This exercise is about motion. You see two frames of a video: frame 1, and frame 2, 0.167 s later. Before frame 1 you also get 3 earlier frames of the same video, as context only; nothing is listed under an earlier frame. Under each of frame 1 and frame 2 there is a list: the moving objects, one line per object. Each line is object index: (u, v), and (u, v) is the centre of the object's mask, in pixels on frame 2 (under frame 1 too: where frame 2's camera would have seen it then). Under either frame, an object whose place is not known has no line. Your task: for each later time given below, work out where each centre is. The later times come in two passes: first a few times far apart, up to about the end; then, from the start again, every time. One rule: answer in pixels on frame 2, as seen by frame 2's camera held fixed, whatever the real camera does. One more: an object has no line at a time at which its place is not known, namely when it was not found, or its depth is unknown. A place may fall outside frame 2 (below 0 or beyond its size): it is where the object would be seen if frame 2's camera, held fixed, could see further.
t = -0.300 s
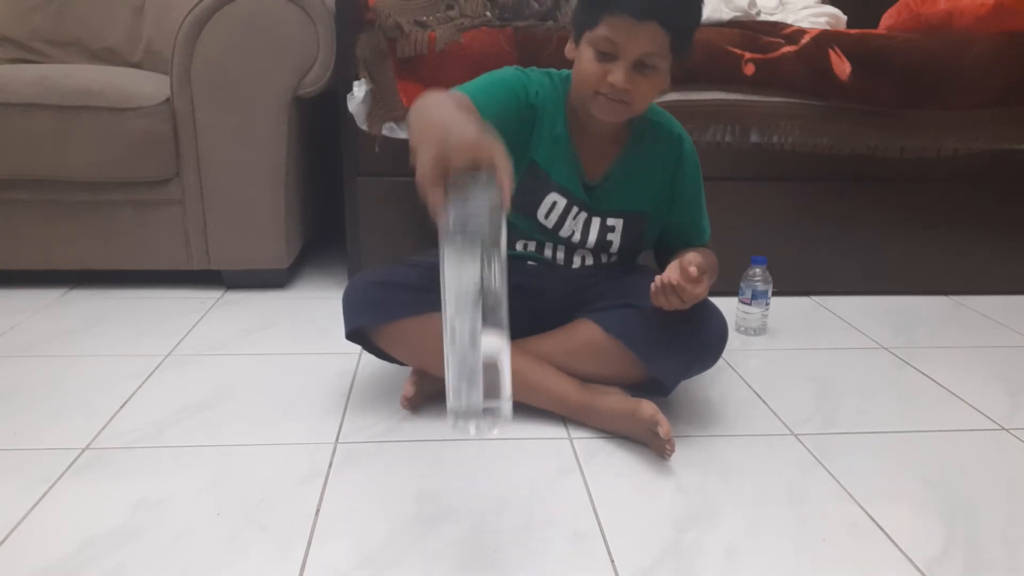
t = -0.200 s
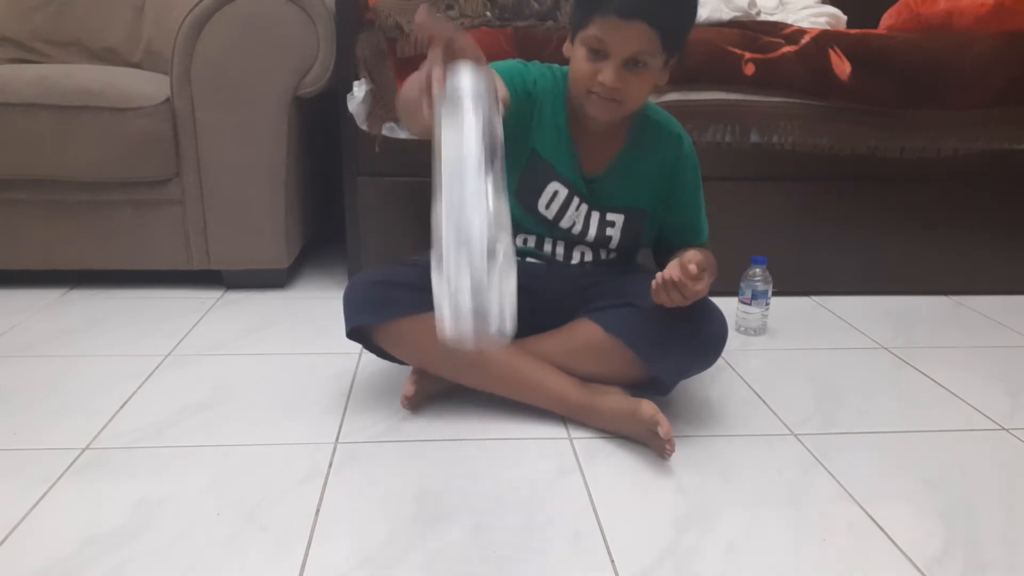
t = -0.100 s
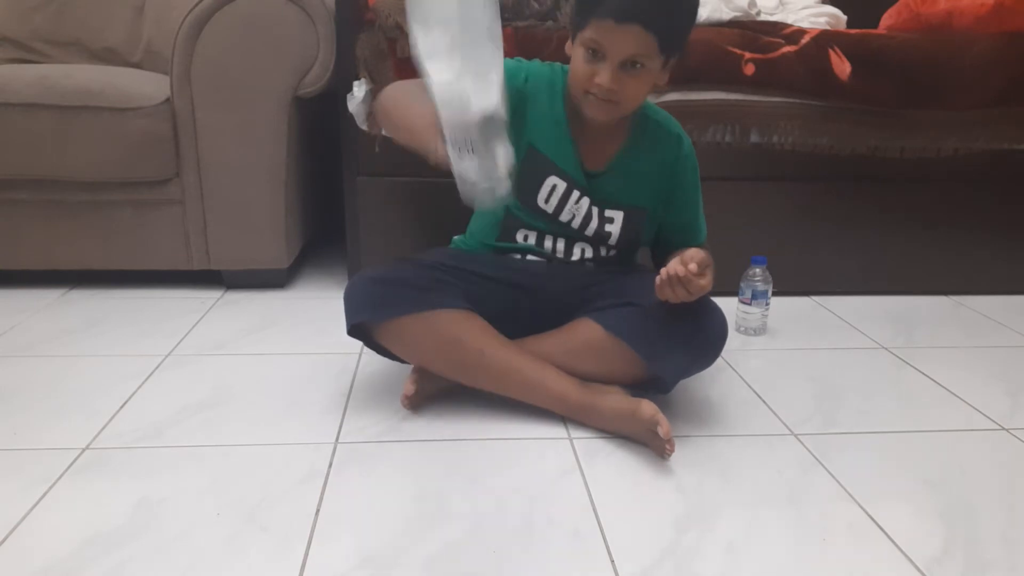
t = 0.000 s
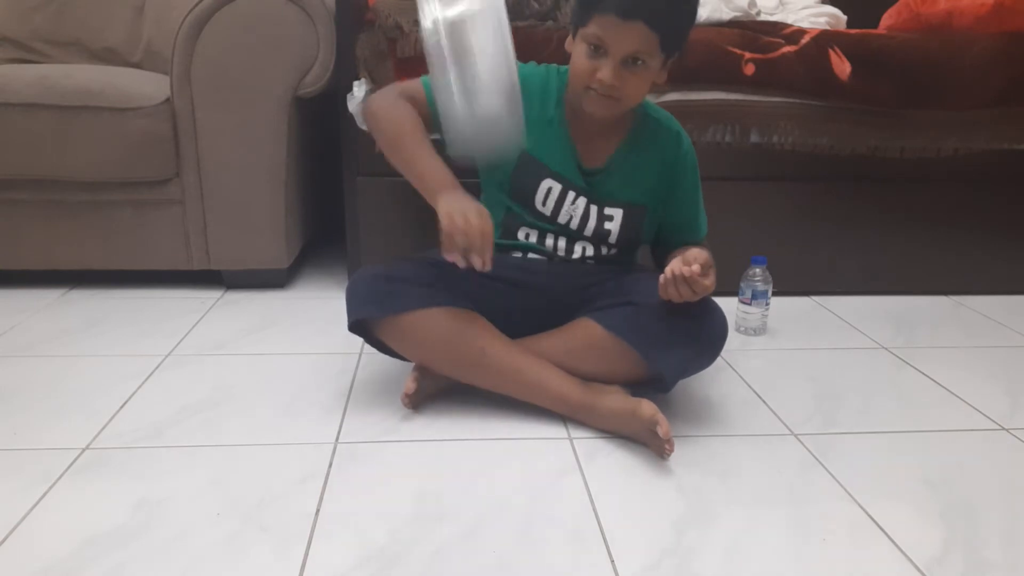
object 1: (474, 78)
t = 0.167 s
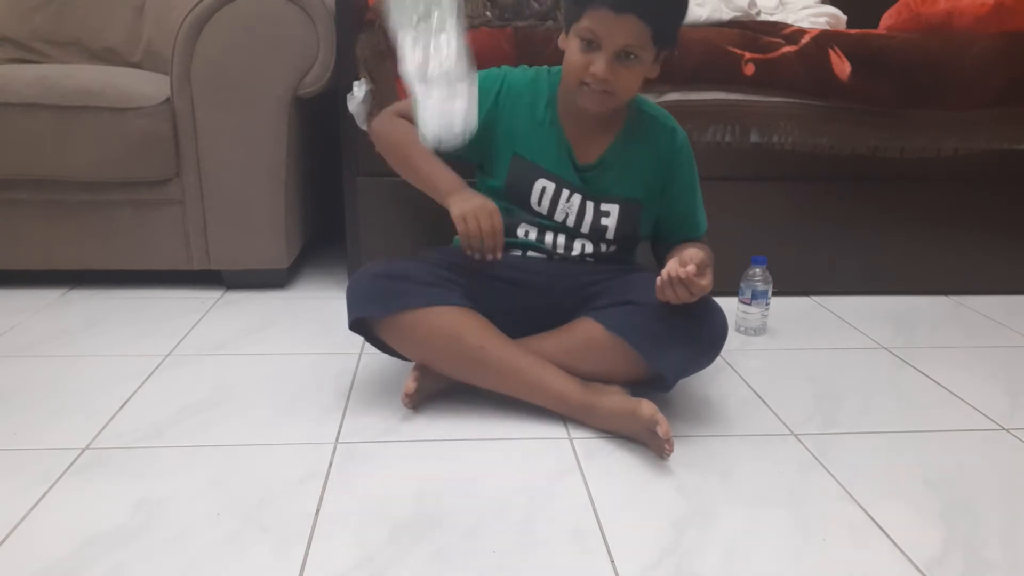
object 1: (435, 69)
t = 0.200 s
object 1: (427, 97)
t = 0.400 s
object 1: (405, 432)
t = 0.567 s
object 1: (346, 465)
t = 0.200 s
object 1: (427, 97)
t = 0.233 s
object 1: (420, 128)
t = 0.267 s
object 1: (413, 174)
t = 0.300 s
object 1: (414, 249)
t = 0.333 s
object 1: (413, 314)
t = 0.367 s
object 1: (414, 396)
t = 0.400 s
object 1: (405, 432)
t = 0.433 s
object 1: (395, 450)
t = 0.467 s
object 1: (378, 454)
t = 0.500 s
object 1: (368, 457)
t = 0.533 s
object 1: (357, 460)
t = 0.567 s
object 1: (346, 465)
